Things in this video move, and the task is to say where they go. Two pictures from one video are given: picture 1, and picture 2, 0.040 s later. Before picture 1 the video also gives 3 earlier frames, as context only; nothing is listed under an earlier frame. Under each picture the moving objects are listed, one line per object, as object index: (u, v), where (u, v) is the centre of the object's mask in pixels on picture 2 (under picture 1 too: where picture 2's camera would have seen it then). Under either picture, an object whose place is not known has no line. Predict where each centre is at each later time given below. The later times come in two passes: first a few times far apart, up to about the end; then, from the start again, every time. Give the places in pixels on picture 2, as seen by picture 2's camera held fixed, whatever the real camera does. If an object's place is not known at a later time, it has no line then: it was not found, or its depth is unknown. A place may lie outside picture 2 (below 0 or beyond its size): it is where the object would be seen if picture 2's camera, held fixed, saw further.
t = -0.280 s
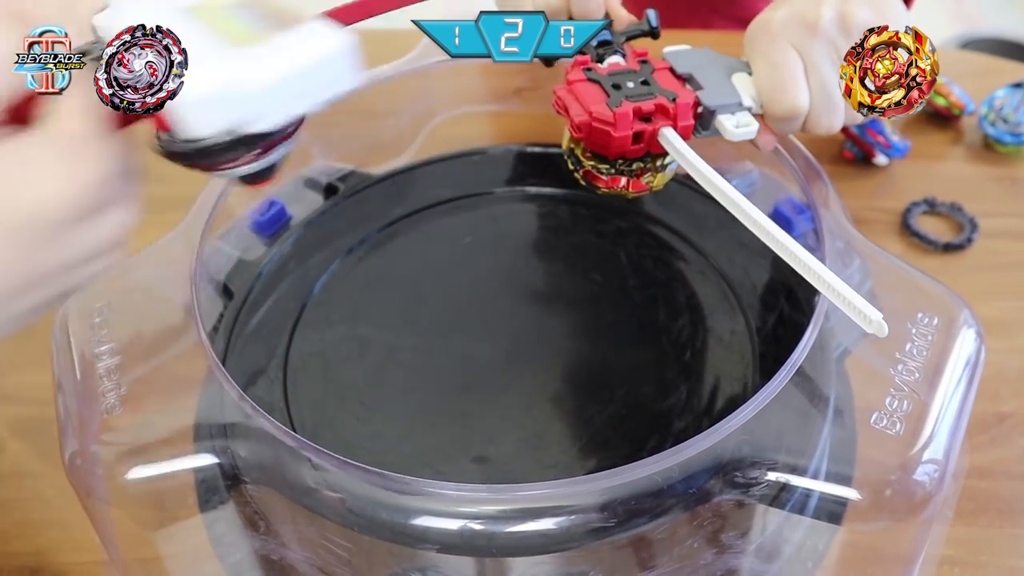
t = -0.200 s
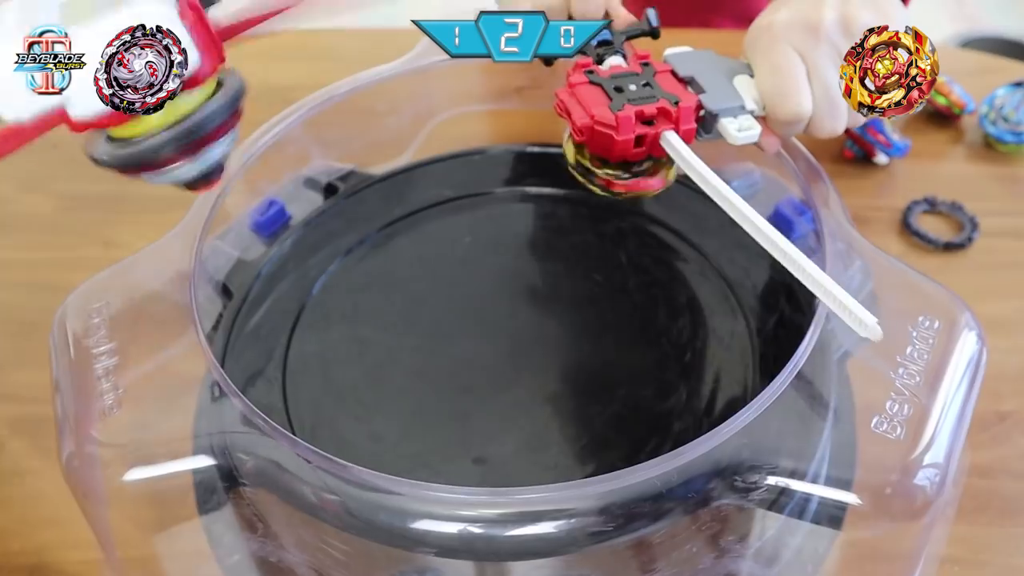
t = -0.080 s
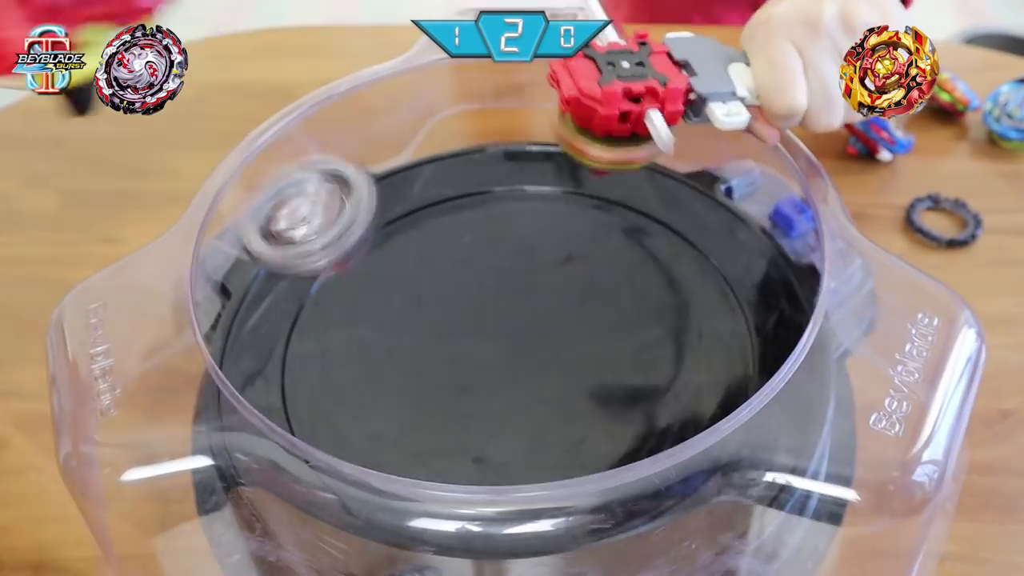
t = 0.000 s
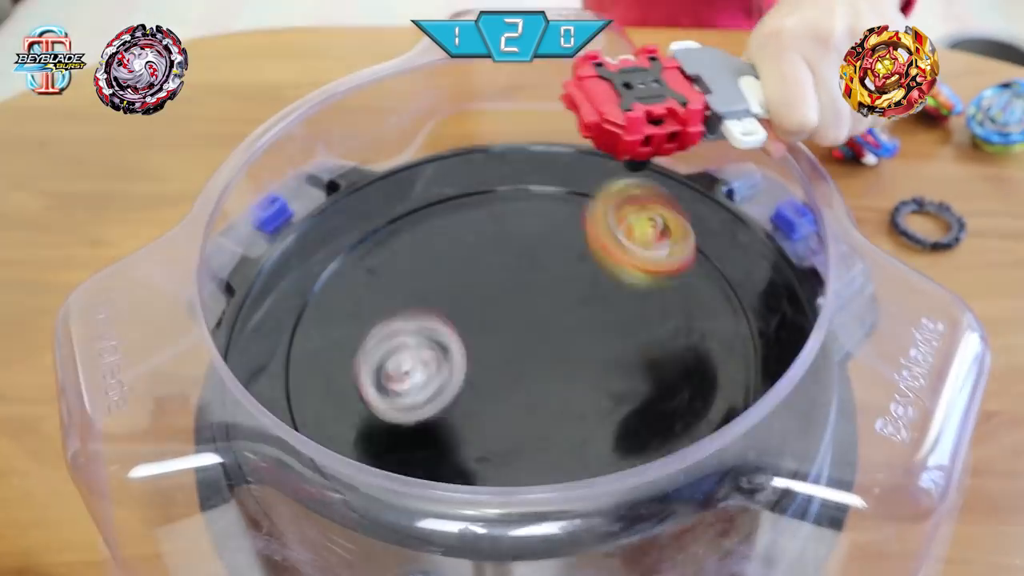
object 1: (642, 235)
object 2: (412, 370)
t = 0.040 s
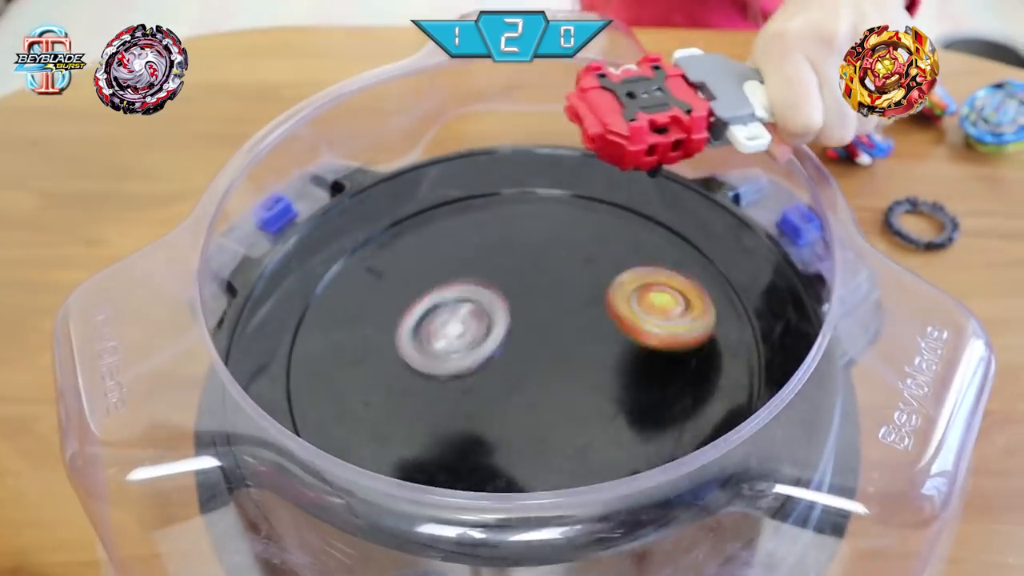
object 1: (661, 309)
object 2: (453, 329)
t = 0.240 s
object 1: (699, 436)
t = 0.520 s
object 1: (566, 451)
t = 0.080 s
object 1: (681, 326)
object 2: (509, 289)
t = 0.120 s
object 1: (704, 369)
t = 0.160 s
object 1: (703, 386)
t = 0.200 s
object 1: (703, 415)
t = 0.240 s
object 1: (699, 436)
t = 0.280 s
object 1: (695, 456)
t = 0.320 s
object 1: (685, 470)
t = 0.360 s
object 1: (663, 477)
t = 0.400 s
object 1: (637, 476)
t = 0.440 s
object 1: (615, 472)
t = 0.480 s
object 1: (584, 453)
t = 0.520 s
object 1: (566, 451)
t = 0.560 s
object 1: (550, 448)
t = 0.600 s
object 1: (535, 441)
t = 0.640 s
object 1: (519, 431)
